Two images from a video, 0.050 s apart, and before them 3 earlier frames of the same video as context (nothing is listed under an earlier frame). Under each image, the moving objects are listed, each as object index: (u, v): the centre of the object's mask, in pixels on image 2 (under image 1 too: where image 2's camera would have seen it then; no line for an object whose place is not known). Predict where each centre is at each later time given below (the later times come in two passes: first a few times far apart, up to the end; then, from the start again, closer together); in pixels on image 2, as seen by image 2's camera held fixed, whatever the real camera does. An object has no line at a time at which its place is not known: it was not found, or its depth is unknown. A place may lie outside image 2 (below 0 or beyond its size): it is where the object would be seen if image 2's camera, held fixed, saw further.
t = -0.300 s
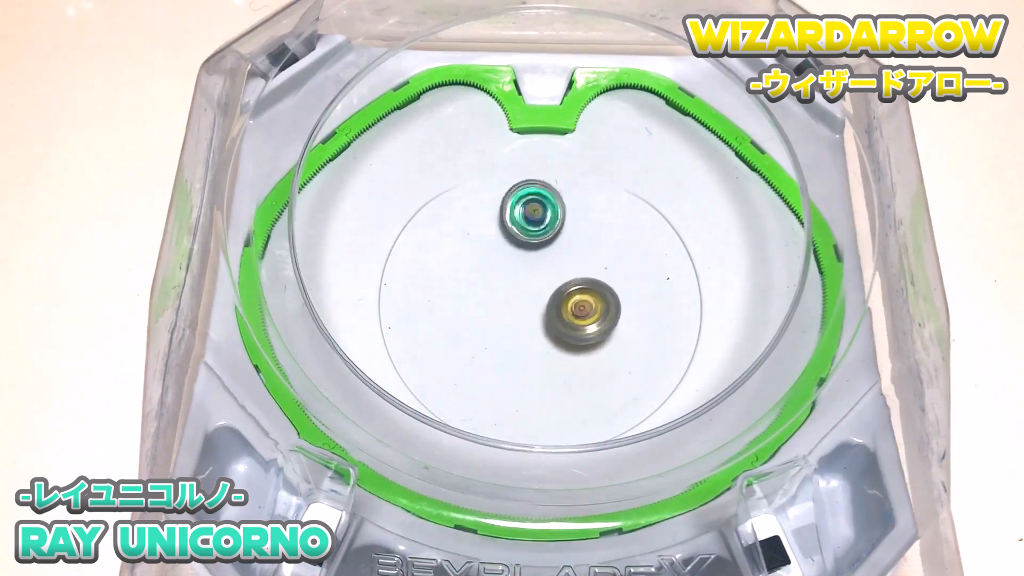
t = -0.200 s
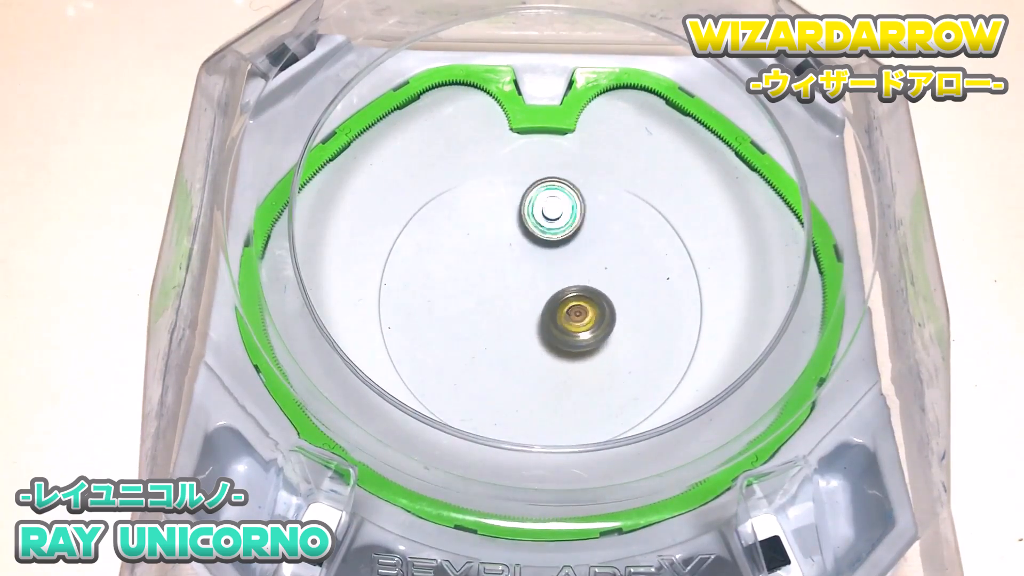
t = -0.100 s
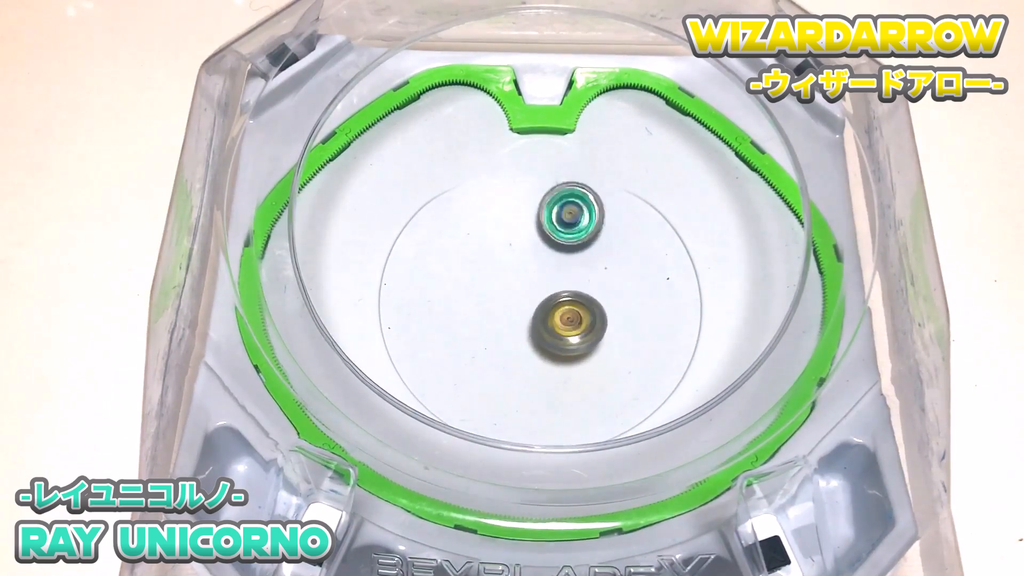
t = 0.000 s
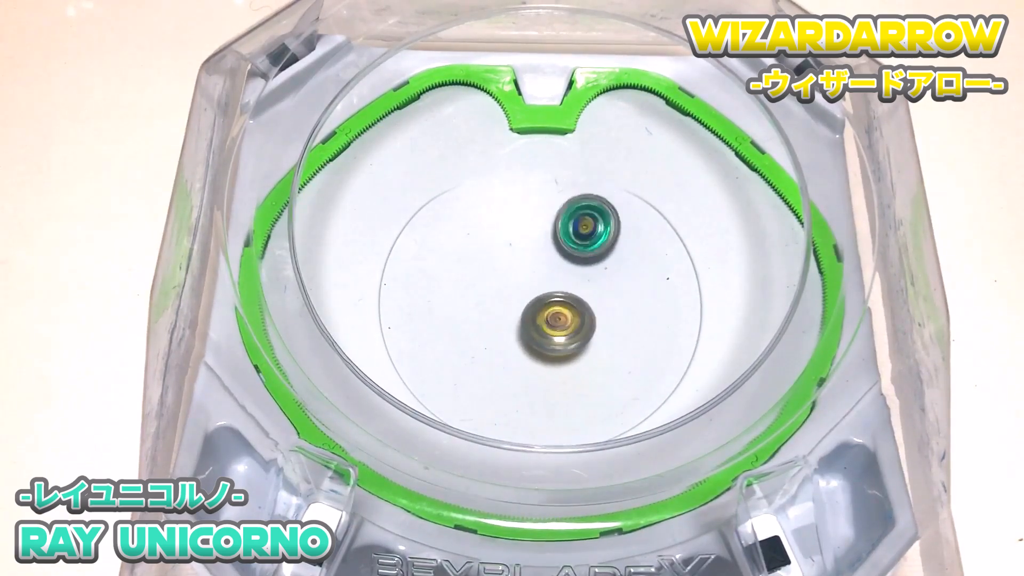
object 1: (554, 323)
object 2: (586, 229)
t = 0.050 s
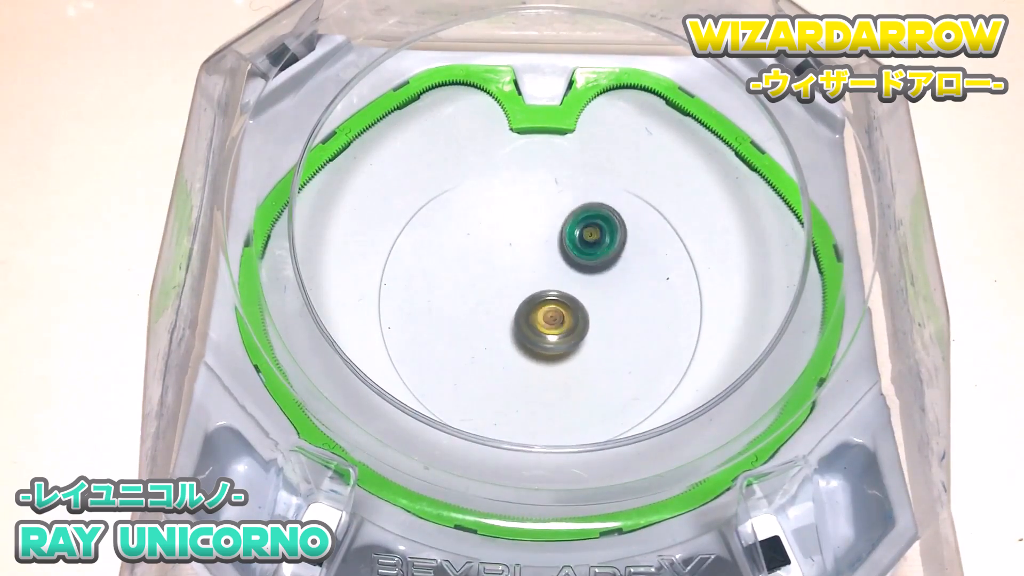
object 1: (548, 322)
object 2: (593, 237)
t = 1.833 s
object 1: (520, 313)
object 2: (566, 223)
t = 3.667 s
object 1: (520, 300)
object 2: (570, 229)
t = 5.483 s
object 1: (509, 291)
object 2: (587, 241)
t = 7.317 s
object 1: (521, 270)
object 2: (611, 284)
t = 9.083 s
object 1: (534, 267)
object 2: (584, 337)
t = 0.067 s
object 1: (546, 321)
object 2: (595, 241)
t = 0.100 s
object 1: (542, 319)
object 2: (598, 248)
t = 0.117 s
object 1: (541, 318)
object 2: (600, 252)
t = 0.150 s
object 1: (536, 316)
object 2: (602, 260)
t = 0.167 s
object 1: (535, 315)
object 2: (604, 264)
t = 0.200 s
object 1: (531, 311)
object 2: (606, 273)
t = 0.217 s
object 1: (529, 310)
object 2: (606, 278)
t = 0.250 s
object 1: (526, 307)
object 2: (607, 288)
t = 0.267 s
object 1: (524, 305)
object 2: (608, 293)
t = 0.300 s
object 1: (521, 301)
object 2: (608, 303)
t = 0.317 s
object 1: (521, 300)
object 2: (607, 308)
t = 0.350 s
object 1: (518, 295)
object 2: (606, 319)
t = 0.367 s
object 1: (518, 294)
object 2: (605, 323)
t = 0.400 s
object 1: (516, 290)
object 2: (603, 333)
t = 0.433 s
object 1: (515, 285)
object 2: (599, 343)
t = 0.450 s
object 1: (515, 282)
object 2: (597, 347)
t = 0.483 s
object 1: (514, 279)
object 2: (592, 355)
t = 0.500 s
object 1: (515, 277)
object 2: (590, 359)
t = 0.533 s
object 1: (515, 274)
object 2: (584, 366)
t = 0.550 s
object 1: (515, 272)
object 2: (581, 369)
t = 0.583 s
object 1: (517, 268)
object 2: (575, 374)
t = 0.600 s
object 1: (517, 267)
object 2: (572, 376)
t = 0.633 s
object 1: (519, 263)
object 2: (565, 380)
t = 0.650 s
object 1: (520, 262)
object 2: (562, 382)
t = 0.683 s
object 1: (522, 259)
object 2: (554, 384)
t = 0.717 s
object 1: (524, 257)
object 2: (547, 386)
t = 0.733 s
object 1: (525, 256)
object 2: (544, 386)
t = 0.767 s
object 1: (528, 254)
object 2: (536, 386)
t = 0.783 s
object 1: (529, 253)
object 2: (533, 386)
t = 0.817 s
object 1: (532, 252)
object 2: (526, 385)
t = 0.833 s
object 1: (534, 251)
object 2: (523, 384)
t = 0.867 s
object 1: (535, 247)
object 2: (516, 381)
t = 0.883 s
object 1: (538, 250)
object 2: (513, 379)
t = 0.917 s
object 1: (542, 250)
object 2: (506, 375)
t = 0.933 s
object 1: (542, 247)
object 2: (503, 372)
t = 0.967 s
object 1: (546, 251)
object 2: (497, 367)
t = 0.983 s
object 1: (546, 249)
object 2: (494, 364)
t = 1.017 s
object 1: (551, 252)
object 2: (489, 357)
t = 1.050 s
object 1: (552, 252)
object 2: (485, 350)
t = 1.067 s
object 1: (555, 255)
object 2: (483, 346)
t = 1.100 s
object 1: (557, 258)
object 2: (480, 338)
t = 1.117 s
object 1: (558, 259)
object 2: (478, 333)
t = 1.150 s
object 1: (558, 260)
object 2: (475, 324)
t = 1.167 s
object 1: (559, 261)
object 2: (474, 319)
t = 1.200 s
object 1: (562, 267)
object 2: (473, 310)
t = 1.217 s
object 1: (563, 270)
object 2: (473, 305)
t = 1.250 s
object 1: (563, 273)
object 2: (473, 295)
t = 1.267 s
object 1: (563, 275)
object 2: (473, 290)
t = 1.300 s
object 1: (564, 279)
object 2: (475, 281)
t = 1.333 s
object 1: (563, 283)
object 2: (477, 272)
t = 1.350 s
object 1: (563, 284)
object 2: (478, 267)
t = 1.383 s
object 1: (562, 288)
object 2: (482, 258)
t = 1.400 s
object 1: (561, 290)
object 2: (484, 255)
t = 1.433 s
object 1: (559, 293)
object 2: (488, 247)
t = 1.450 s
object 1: (558, 295)
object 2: (491, 244)
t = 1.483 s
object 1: (556, 298)
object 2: (496, 237)
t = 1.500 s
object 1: (555, 300)
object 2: (499, 235)
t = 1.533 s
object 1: (553, 303)
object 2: (505, 230)
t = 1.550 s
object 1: (552, 304)
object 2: (508, 228)
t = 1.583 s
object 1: (548, 306)
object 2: (515, 224)
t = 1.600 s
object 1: (547, 307)
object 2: (518, 222)
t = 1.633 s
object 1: (543, 310)
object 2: (525, 220)
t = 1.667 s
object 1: (539, 311)
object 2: (532, 218)
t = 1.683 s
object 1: (537, 312)
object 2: (536, 218)
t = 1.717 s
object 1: (533, 313)
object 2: (543, 217)
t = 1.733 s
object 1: (531, 313)
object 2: (546, 217)
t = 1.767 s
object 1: (527, 313)
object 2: (553, 219)
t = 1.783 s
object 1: (525, 313)
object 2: (556, 219)
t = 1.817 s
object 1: (521, 313)
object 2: (563, 222)
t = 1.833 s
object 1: (520, 313)
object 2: (566, 223)
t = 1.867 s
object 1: (516, 312)
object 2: (572, 227)
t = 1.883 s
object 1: (514, 311)
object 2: (576, 229)
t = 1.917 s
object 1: (511, 310)
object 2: (582, 234)
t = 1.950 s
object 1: (508, 308)
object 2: (587, 239)
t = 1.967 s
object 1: (507, 307)
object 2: (590, 242)
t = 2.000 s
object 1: (505, 305)
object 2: (595, 249)
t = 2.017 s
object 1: (504, 304)
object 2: (597, 253)
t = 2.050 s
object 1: (502, 302)
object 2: (601, 261)
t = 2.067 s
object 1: (502, 300)
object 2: (604, 265)
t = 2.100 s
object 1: (501, 298)
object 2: (607, 274)
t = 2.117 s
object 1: (501, 296)
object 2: (608, 278)
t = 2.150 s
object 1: (501, 293)
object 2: (610, 287)
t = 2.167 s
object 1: (501, 292)
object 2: (611, 292)
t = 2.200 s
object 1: (502, 289)
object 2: (612, 301)
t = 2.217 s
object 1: (502, 288)
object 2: (612, 306)
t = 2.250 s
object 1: (504, 285)
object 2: (611, 315)
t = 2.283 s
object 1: (506, 282)
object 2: (610, 324)
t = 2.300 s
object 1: (507, 281)
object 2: (608, 329)
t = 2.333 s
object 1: (510, 279)
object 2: (605, 337)
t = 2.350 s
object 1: (511, 277)
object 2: (604, 341)
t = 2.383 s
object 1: (514, 276)
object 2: (599, 349)
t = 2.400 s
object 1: (515, 275)
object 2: (596, 352)
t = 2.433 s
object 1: (519, 273)
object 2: (591, 359)
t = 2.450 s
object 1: (520, 272)
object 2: (587, 362)
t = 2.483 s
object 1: (524, 271)
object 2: (580, 367)
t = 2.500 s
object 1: (527, 271)
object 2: (577, 369)
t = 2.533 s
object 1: (531, 270)
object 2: (569, 373)
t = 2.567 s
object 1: (533, 266)
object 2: (561, 376)
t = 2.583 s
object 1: (537, 268)
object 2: (557, 377)
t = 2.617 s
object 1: (539, 266)
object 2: (549, 378)
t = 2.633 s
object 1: (541, 265)
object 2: (545, 379)
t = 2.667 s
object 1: (545, 267)
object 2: (537, 379)
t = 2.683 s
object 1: (549, 269)
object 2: (532, 378)
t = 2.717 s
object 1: (552, 270)
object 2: (525, 376)
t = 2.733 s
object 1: (554, 271)
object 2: (521, 375)
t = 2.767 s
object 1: (557, 272)
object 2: (513, 372)
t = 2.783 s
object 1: (559, 273)
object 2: (509, 370)
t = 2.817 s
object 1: (562, 274)
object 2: (502, 365)
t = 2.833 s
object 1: (563, 275)
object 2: (499, 363)
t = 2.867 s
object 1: (566, 278)
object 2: (492, 357)
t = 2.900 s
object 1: (569, 280)
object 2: (487, 350)
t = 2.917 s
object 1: (570, 281)
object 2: (484, 347)
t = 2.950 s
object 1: (571, 285)
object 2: (479, 339)
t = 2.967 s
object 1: (572, 286)
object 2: (477, 335)
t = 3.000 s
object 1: (572, 289)
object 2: (473, 327)
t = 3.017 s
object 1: (573, 291)
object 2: (471, 322)
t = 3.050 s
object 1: (573, 294)
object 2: (469, 314)
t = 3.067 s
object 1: (572, 295)
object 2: (469, 309)
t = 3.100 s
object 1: (571, 298)
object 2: (468, 300)
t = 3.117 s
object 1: (570, 299)
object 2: (468, 296)
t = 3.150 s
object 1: (569, 302)
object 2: (469, 287)
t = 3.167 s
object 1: (568, 303)
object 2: (470, 283)
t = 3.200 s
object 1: (566, 305)
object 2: (473, 274)
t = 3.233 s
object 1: (563, 307)
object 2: (476, 266)
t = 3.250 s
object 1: (563, 308)
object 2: (478, 263)
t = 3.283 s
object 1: (559, 309)
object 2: (483, 255)
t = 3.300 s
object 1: (557, 310)
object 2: (486, 252)
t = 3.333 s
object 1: (554, 311)
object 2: (492, 245)
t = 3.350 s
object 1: (552, 311)
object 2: (495, 242)
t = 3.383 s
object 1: (549, 312)
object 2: (502, 237)
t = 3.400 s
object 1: (547, 312)
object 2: (505, 235)
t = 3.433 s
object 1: (542, 311)
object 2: (513, 231)
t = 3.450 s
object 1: (541, 311)
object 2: (517, 229)
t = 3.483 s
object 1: (537, 310)
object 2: (525, 227)
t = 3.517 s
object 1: (533, 309)
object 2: (533, 225)
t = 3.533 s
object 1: (532, 308)
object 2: (537, 225)
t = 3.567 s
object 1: (529, 307)
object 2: (546, 224)
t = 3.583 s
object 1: (527, 306)
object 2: (550, 225)
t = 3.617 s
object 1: (524, 304)
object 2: (558, 225)
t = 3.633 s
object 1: (522, 302)
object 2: (562, 227)
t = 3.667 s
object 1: (520, 300)
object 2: (570, 229)
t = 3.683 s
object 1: (519, 299)
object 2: (573, 231)
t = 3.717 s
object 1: (517, 296)
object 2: (580, 234)
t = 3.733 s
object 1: (516, 295)
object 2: (584, 236)
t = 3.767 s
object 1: (514, 291)
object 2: (590, 241)
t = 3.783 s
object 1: (514, 289)
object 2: (593, 244)
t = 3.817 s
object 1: (513, 286)
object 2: (599, 250)
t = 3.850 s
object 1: (512, 283)
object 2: (603, 257)
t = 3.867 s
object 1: (512, 282)
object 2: (606, 261)
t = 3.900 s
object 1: (512, 279)
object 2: (609, 268)
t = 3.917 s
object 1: (512, 277)
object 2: (611, 272)
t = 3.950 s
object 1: (514, 275)
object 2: (614, 281)
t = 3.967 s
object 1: (514, 273)
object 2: (615, 285)
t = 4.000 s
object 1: (516, 270)
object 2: (616, 293)
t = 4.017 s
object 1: (516, 269)
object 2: (616, 298)
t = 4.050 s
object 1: (518, 267)
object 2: (615, 307)
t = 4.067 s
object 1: (519, 266)
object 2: (615, 311)
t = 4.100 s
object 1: (522, 264)
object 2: (613, 320)
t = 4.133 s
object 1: (524, 263)
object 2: (609, 328)
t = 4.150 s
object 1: (524, 258)
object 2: (607, 332)
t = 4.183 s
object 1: (528, 261)
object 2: (602, 340)
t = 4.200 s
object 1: (529, 257)
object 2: (600, 344)
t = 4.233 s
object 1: (534, 260)
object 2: (593, 351)
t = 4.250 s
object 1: (534, 257)
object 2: (590, 354)
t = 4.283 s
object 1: (538, 260)
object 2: (582, 359)
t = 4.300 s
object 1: (540, 260)
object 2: (578, 362)
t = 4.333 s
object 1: (543, 261)
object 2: (570, 366)
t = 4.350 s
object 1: (545, 261)
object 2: (565, 368)
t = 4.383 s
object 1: (548, 262)
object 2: (556, 370)
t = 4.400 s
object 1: (549, 263)
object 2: (551, 371)
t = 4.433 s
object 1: (552, 264)
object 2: (542, 372)
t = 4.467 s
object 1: (554, 266)
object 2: (533, 372)
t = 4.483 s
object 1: (554, 265)
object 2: (528, 372)
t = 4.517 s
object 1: (558, 270)
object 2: (519, 370)
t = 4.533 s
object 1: (558, 271)
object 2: (515, 369)
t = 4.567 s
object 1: (559, 275)
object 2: (506, 366)
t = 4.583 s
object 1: (561, 276)
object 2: (502, 363)
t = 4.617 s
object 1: (561, 280)
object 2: (494, 358)
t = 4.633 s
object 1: (561, 281)
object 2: (491, 356)
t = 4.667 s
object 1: (561, 285)
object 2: (484, 350)
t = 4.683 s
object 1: (561, 286)
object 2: (481, 347)
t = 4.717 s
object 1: (561, 289)
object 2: (476, 340)
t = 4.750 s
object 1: (561, 292)
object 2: (473, 333)
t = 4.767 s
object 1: (560, 294)
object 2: (471, 328)
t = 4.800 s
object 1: (558, 296)
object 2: (469, 321)
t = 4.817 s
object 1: (558, 298)
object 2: (467, 316)
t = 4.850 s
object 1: (556, 301)
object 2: (467, 307)
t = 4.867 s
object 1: (555, 302)
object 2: (467, 303)
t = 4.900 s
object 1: (553, 304)
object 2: (467, 294)
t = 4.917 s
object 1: (552, 306)
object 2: (468, 290)
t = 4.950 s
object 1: (549, 307)
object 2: (470, 281)
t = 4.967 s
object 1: (547, 308)
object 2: (472, 277)
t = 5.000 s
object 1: (544, 309)
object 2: (476, 268)
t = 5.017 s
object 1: (542, 310)
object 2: (478, 265)
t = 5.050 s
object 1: (539, 311)
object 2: (483, 257)
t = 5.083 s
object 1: (536, 311)
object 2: (489, 250)
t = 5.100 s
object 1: (534, 311)
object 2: (493, 247)
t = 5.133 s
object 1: (530, 311)
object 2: (500, 241)
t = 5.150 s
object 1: (529, 311)
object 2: (504, 239)
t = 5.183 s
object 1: (525, 310)
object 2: (512, 235)
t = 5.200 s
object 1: (524, 309)
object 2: (516, 233)
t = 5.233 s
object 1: (521, 308)
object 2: (525, 230)
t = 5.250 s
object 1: (519, 307)
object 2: (529, 229)
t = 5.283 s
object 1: (517, 306)
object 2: (538, 228)
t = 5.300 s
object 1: (516, 305)
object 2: (543, 227)
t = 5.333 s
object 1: (513, 302)
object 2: (552, 228)
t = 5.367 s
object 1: (512, 300)
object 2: (561, 229)
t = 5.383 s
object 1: (511, 299)
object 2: (565, 230)
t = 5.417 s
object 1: (510, 296)
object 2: (572, 232)
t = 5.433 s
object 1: (510, 295)
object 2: (576, 234)
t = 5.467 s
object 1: (509, 292)
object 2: (583, 238)
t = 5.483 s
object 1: (509, 291)
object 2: (587, 241)
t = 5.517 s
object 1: (510, 289)
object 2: (593, 246)
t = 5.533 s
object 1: (510, 287)
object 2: (596, 249)
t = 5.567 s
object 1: (511, 284)
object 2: (601, 256)
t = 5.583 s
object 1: (512, 283)
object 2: (604, 259)
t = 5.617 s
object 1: (513, 280)
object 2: (608, 267)
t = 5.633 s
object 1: (514, 279)
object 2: (610, 270)
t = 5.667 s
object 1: (516, 277)
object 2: (613, 279)
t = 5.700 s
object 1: (519, 275)
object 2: (615, 287)
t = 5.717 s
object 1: (520, 274)
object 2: (615, 292)
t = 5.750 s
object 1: (523, 273)
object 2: (615, 300)
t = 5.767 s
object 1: (524, 272)
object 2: (615, 305)
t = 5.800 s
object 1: (527, 271)
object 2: (613, 313)
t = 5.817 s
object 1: (528, 267)
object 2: (612, 318)
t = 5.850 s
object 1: (532, 270)
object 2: (608, 326)
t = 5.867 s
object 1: (534, 270)
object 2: (606, 330)
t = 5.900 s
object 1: (537, 269)
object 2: (601, 338)
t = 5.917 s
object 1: (537, 265)
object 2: (598, 341)
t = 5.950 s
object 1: (542, 269)
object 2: (591, 349)
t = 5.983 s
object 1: (546, 269)
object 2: (584, 354)
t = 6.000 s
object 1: (547, 270)
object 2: (579, 357)
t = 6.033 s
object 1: (551, 270)
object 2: (571, 361)
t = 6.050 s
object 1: (552, 271)
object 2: (566, 363)
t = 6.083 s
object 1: (555, 273)
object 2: (557, 365)
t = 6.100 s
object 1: (556, 273)
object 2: (553, 367)
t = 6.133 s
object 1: (558, 275)
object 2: (543, 368)
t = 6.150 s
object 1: (560, 276)
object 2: (538, 368)
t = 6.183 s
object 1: (562, 279)
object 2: (528, 367)
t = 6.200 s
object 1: (563, 279)
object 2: (524, 366)
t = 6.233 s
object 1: (564, 282)
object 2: (514, 364)
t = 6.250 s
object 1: (565, 283)
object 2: (510, 362)
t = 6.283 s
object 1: (566, 286)
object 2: (501, 358)
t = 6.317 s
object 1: (566, 289)
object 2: (494, 353)
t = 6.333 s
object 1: (566, 290)
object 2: (491, 350)
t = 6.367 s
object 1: (566, 293)
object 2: (484, 344)
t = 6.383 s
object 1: (566, 294)
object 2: (482, 341)
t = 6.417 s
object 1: (565, 296)
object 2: (477, 333)
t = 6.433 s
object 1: (564, 298)
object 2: (476, 329)
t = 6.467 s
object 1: (563, 300)
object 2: (472, 321)
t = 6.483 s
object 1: (562, 301)
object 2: (471, 317)
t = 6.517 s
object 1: (559, 303)
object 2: (470, 309)
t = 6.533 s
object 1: (558, 304)
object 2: (469, 304)
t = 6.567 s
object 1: (555, 305)
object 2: (470, 296)
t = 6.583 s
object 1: (555, 306)
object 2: (470, 292)
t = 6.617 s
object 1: (551, 307)
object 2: (473, 284)
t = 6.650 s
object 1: (548, 307)
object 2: (476, 275)
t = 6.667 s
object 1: (546, 307)
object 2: (478, 272)
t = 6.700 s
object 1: (543, 307)
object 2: (483, 264)
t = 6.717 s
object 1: (541, 307)
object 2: (486, 261)
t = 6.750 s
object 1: (538, 307)
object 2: (492, 255)
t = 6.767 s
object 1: (537, 306)
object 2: (496, 252)
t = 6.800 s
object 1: (533, 305)
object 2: (503, 247)
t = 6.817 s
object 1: (532, 305)
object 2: (507, 245)
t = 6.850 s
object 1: (529, 303)
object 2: (515, 241)
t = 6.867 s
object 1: (527, 303)
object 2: (519, 239)
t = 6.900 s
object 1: (525, 301)
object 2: (528, 236)
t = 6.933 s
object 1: (522, 299)
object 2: (537, 235)
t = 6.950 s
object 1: (521, 298)
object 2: (542, 234)
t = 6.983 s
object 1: (519, 295)
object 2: (551, 235)
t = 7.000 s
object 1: (518, 294)
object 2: (555, 236)
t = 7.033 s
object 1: (517, 291)
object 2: (564, 237)
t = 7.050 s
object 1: (517, 290)
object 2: (568, 238)
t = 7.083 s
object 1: (516, 287)
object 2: (576, 241)
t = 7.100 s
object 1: (515, 285)
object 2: (580, 243)
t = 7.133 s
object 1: (515, 283)
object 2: (587, 248)
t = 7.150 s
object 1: (515, 281)
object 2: (591, 250)
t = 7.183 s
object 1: (516, 279)
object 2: (596, 256)
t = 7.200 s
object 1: (516, 277)
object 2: (599, 259)
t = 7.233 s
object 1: (517, 275)
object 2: (604, 266)
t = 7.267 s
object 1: (518, 272)
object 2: (608, 273)
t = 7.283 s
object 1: (519, 272)
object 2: (609, 277)
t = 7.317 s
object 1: (521, 270)
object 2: (611, 284)
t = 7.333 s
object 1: (522, 269)
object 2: (612, 288)
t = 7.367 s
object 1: (524, 267)
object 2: (611, 296)
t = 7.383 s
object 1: (525, 267)
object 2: (611, 300)
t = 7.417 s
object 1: (528, 265)
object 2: (609, 308)
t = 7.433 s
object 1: (529, 265)
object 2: (608, 312)
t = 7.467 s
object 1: (532, 264)
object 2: (604, 320)
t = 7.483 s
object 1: (534, 264)
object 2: (602, 324)
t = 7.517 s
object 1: (535, 261)
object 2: (597, 331)
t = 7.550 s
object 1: (540, 264)
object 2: (590, 337)
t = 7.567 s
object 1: (540, 265)
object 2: (587, 340)
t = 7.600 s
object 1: (543, 265)
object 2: (579, 345)
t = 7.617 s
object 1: (545, 266)
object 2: (575, 347)
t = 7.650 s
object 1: (548, 267)
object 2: (566, 351)
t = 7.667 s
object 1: (549, 267)
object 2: (562, 352)
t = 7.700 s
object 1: (551, 269)
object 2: (553, 355)
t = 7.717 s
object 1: (553, 270)
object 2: (547, 355)
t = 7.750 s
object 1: (555, 272)
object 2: (539, 355)
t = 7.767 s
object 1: (554, 273)
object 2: (534, 355)
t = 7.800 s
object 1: (556, 276)
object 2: (525, 354)
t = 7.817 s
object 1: (556, 274)
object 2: (520, 353)
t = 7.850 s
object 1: (558, 279)
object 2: (511, 350)
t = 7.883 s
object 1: (559, 283)
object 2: (504, 346)
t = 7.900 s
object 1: (559, 284)
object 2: (499, 343)
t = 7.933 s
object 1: (559, 287)
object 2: (493, 338)
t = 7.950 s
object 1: (559, 289)
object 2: (490, 335)
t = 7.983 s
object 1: (558, 291)
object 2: (484, 329)
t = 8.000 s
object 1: (558, 292)
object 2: (482, 326)
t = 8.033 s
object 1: (556, 295)
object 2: (478, 319)
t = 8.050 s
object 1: (556, 297)
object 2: (477, 315)
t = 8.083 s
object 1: (555, 299)
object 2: (475, 307)
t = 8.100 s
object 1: (553, 300)
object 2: (474, 303)
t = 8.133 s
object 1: (551, 302)
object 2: (475, 296)
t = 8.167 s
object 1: (549, 303)
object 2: (475, 288)
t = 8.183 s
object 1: (548, 304)
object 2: (477, 285)
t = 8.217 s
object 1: (544, 305)
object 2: (479, 278)
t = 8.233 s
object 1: (543, 305)
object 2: (481, 274)
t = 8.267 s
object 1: (540, 306)
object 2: (486, 268)
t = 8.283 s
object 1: (539, 307)
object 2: (488, 265)
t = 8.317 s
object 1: (536, 307)
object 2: (494, 259)
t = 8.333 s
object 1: (535, 307)
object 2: (497, 257)
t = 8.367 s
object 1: (532, 307)
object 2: (504, 251)
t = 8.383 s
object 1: (530, 306)
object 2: (508, 250)
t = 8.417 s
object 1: (528, 306)
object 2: (516, 246)
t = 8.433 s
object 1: (526, 306)
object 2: (520, 245)
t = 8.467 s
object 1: (524, 304)
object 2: (528, 243)
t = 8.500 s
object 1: (521, 302)
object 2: (538, 242)
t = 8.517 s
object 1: (520, 301)
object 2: (542, 243)
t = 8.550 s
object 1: (518, 300)
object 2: (550, 243)
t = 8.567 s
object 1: (517, 299)
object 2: (555, 244)
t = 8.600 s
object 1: (515, 296)
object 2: (562, 247)
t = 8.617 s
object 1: (514, 295)
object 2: (566, 249)
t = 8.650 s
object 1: (513, 292)
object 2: (573, 253)
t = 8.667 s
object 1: (513, 291)
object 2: (576, 255)
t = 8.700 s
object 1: (514, 288)
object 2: (583, 260)
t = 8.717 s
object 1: (514, 287)
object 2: (586, 263)
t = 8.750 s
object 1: (514, 285)
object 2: (591, 269)
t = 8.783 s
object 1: (515, 282)
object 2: (596, 275)
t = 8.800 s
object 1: (516, 281)
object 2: (597, 278)
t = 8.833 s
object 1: (517, 279)
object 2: (601, 286)
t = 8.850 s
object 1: (518, 278)
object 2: (601, 290)
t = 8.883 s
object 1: (520, 276)
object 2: (603, 297)
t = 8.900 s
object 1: (521, 275)
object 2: (603, 301)
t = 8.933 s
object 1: (523, 274)
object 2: (601, 308)
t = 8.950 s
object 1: (525, 273)
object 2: (601, 312)
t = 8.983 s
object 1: (527, 272)
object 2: (598, 319)
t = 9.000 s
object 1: (528, 271)
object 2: (596, 322)
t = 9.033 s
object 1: (531, 271)
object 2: (592, 329)
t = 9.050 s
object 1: (533, 270)
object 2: (589, 332)
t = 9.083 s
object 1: (534, 267)
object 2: (584, 337)
